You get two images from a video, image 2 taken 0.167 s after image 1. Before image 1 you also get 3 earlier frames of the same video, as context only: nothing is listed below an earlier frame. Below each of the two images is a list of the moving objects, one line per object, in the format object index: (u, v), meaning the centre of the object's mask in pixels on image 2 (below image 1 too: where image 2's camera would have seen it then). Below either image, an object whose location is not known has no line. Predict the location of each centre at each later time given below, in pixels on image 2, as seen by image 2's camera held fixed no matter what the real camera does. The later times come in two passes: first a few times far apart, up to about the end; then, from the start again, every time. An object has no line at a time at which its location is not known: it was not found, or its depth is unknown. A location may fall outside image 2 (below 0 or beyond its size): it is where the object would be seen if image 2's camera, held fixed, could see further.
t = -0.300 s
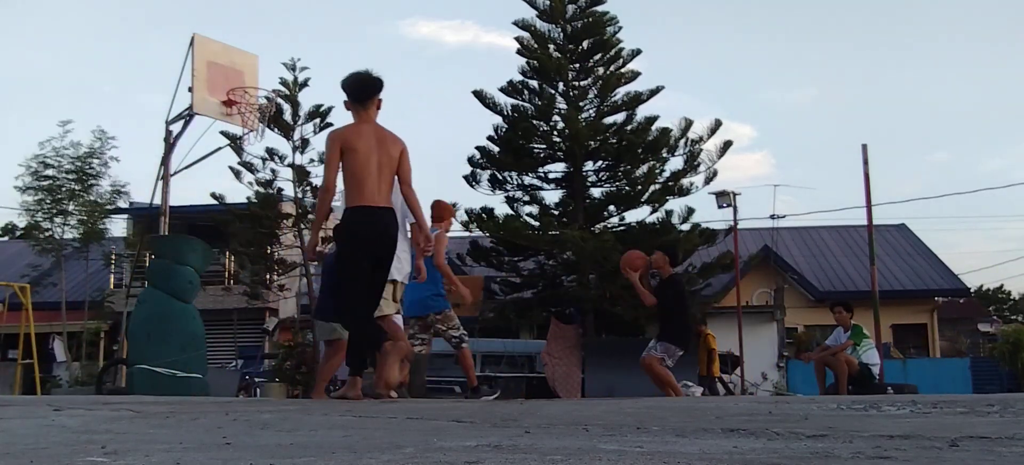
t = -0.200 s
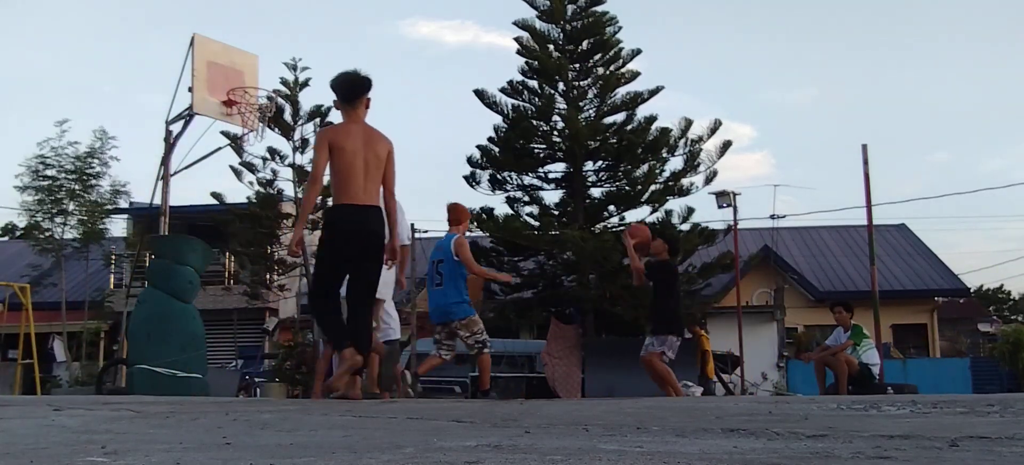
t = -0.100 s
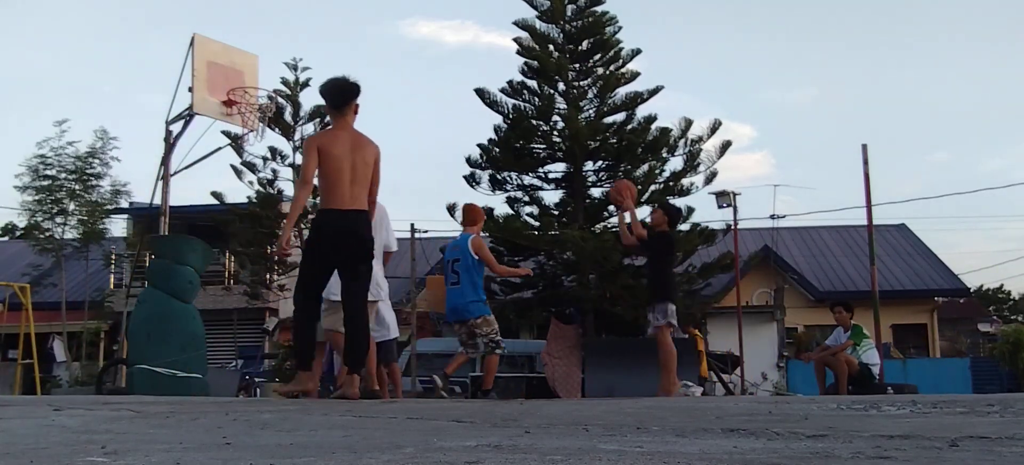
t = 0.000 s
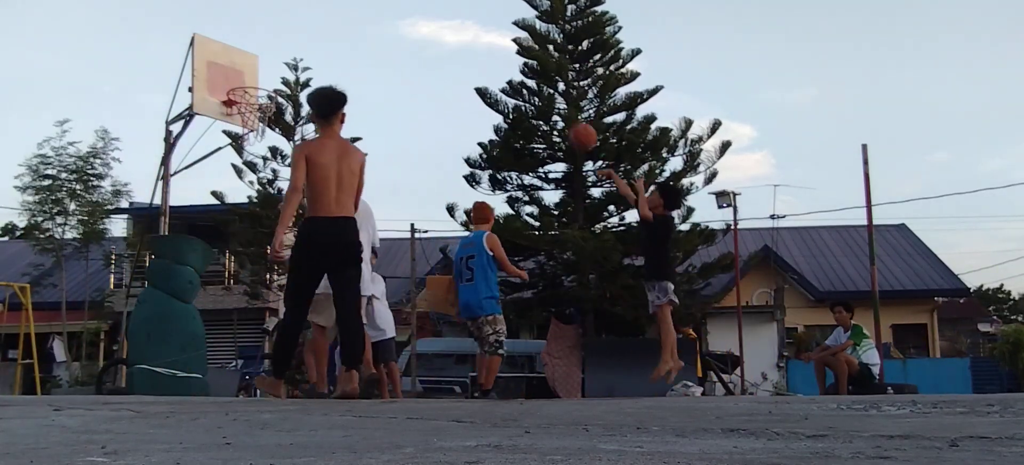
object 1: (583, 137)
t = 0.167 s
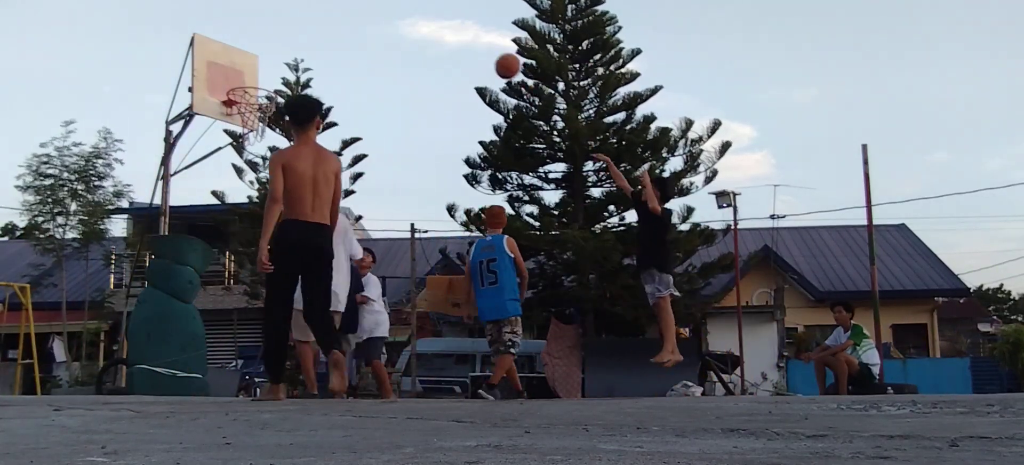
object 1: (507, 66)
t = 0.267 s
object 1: (465, 39)
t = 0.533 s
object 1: (358, 17)
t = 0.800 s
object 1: (258, 63)
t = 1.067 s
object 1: (235, 74)
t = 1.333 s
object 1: (243, 75)
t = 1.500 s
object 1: (249, 80)
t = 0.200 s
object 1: (493, 55)
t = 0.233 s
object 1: (479, 47)
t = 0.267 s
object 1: (465, 39)
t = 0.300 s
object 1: (451, 32)
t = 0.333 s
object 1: (438, 27)
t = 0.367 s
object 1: (424, 23)
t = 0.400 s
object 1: (411, 19)
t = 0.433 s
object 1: (398, 17)
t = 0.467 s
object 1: (384, 16)
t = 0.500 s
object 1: (371, 16)
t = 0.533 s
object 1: (358, 17)
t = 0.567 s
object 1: (346, 19)
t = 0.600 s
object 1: (333, 22)
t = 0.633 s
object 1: (321, 26)
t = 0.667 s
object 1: (308, 32)
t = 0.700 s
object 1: (295, 38)
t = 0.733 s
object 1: (283, 45)
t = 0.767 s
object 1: (271, 53)
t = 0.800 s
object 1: (258, 63)
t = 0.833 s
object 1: (246, 73)
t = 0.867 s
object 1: (233, 84)
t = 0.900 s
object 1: (228, 87)
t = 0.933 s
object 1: (231, 82)
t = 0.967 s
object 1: (232, 78)
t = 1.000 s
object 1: (233, 76)
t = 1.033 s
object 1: (234, 74)
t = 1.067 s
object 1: (235, 74)
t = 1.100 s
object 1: (236, 75)
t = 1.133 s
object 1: (237, 76)
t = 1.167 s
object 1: (238, 78)
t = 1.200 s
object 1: (239, 76)
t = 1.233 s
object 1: (240, 74)
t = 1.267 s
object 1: (241, 74)
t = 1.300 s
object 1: (242, 74)
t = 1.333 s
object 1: (243, 75)
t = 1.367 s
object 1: (244, 77)
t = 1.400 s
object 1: (245, 78)
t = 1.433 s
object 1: (246, 78)
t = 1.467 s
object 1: (248, 79)
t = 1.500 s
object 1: (249, 80)
